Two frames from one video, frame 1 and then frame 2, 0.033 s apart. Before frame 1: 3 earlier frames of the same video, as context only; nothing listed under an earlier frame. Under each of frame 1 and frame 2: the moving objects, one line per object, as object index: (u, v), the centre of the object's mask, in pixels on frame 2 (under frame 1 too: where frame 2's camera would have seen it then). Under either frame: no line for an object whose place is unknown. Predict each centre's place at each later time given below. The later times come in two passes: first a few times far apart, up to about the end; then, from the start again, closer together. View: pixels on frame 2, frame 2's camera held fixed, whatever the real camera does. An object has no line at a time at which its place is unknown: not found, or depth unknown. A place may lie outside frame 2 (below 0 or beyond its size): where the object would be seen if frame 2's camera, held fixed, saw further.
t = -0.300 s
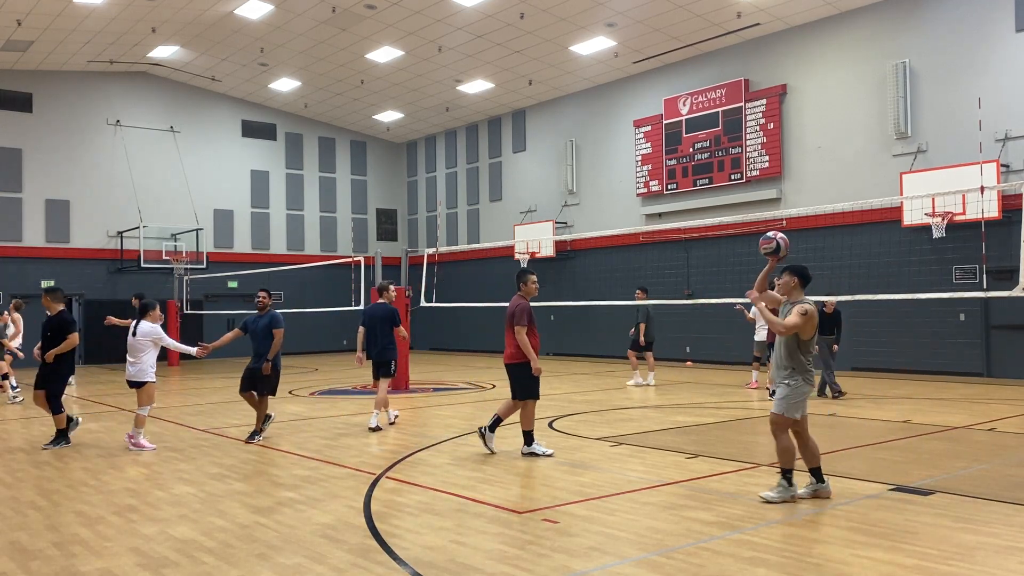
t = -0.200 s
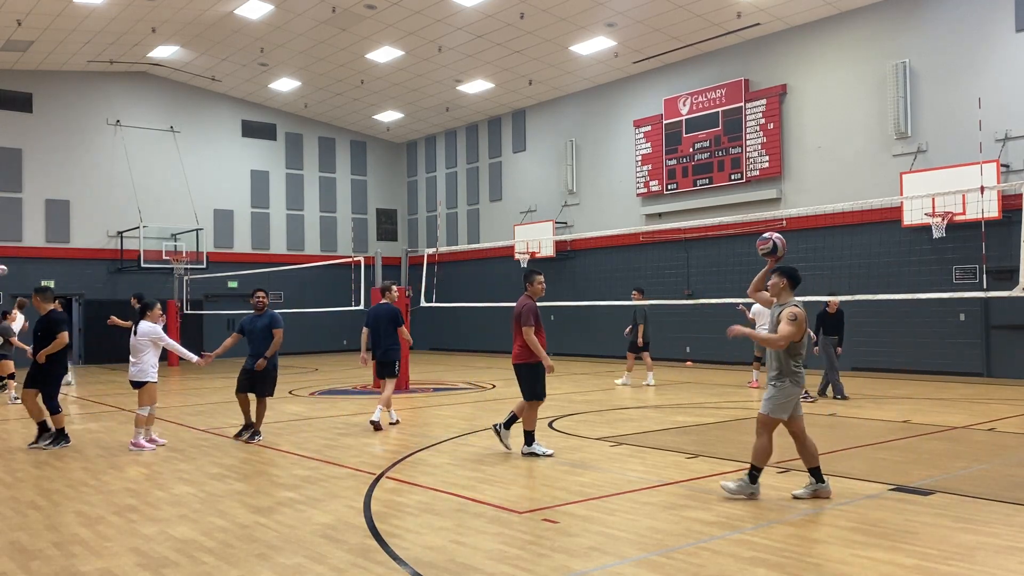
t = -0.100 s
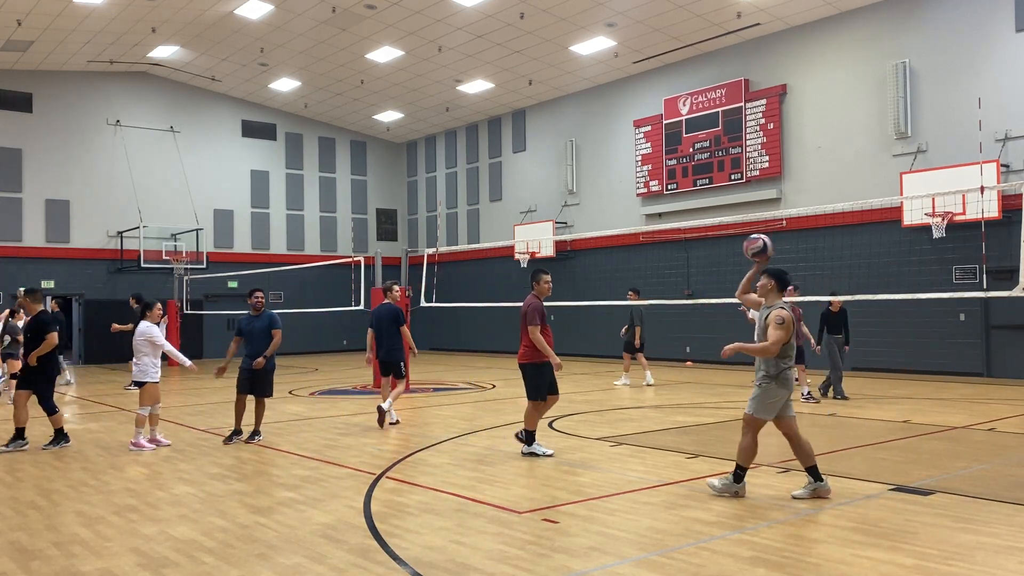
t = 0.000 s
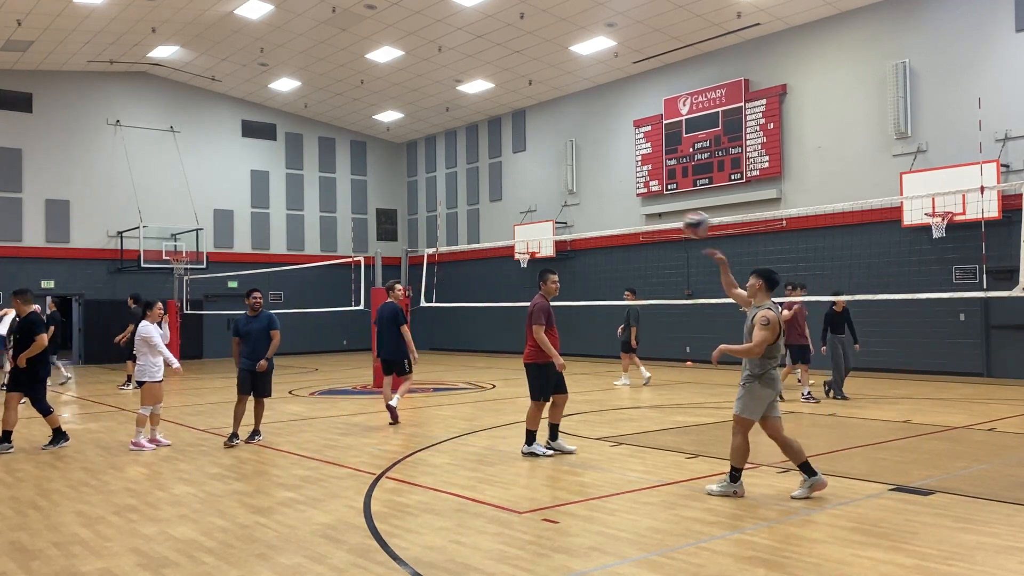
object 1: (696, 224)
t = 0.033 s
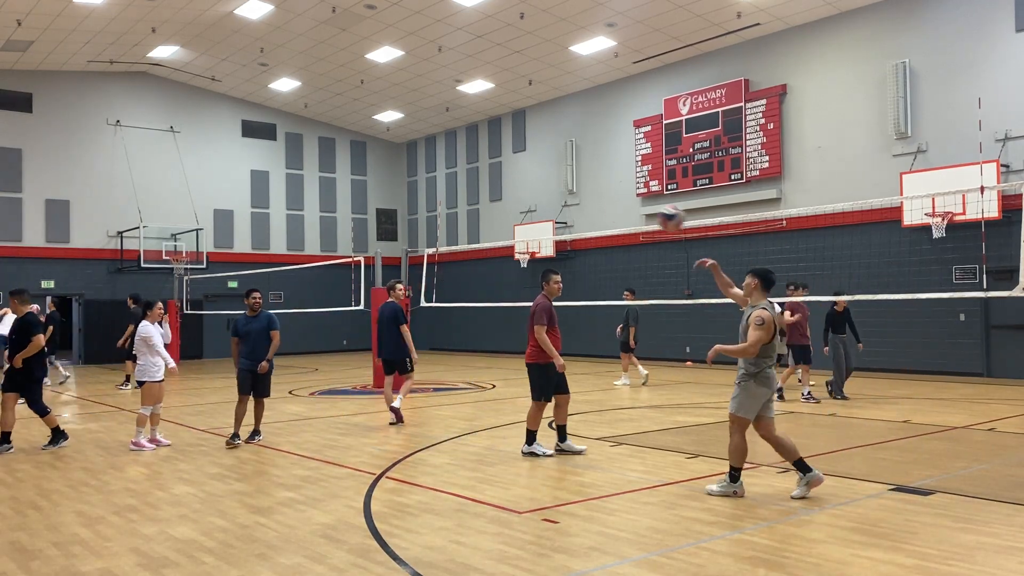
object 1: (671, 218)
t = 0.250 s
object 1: (516, 212)
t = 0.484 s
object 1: (367, 265)
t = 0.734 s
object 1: (219, 382)
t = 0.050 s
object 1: (658, 215)
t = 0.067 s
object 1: (645, 213)
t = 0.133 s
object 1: (597, 208)
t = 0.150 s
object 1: (585, 208)
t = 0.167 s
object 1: (573, 207)
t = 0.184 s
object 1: (562, 208)
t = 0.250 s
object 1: (516, 212)
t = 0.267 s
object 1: (505, 214)
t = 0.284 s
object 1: (494, 216)
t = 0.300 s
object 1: (482, 218)
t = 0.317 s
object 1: (471, 221)
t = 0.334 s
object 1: (461, 224)
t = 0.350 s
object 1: (450, 227)
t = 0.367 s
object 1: (439, 231)
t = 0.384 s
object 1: (429, 235)
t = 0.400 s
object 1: (418, 239)
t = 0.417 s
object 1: (407, 243)
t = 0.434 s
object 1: (397, 248)
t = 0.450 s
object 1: (389, 254)
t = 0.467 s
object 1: (378, 259)
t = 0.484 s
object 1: (367, 265)
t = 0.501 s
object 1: (356, 271)
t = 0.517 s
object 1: (346, 277)
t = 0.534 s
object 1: (335, 283)
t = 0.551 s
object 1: (326, 290)
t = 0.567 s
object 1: (316, 297)
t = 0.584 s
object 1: (306, 305)
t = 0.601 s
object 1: (296, 312)
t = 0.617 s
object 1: (286, 320)
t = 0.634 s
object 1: (276, 328)
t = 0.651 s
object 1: (266, 337)
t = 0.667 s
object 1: (257, 346)
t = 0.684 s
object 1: (248, 353)
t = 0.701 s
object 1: (238, 363)
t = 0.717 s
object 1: (229, 372)
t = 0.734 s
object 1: (219, 382)
